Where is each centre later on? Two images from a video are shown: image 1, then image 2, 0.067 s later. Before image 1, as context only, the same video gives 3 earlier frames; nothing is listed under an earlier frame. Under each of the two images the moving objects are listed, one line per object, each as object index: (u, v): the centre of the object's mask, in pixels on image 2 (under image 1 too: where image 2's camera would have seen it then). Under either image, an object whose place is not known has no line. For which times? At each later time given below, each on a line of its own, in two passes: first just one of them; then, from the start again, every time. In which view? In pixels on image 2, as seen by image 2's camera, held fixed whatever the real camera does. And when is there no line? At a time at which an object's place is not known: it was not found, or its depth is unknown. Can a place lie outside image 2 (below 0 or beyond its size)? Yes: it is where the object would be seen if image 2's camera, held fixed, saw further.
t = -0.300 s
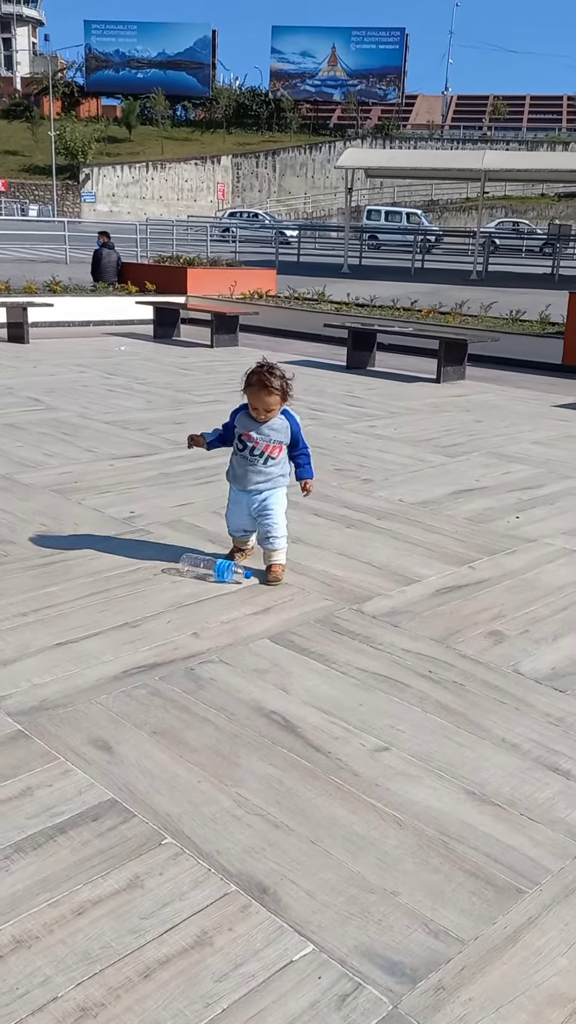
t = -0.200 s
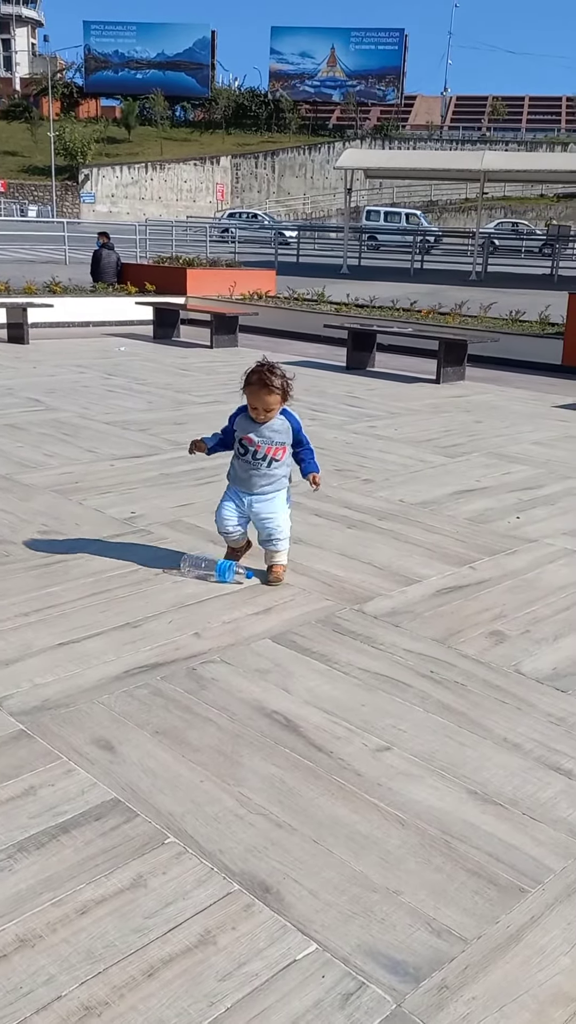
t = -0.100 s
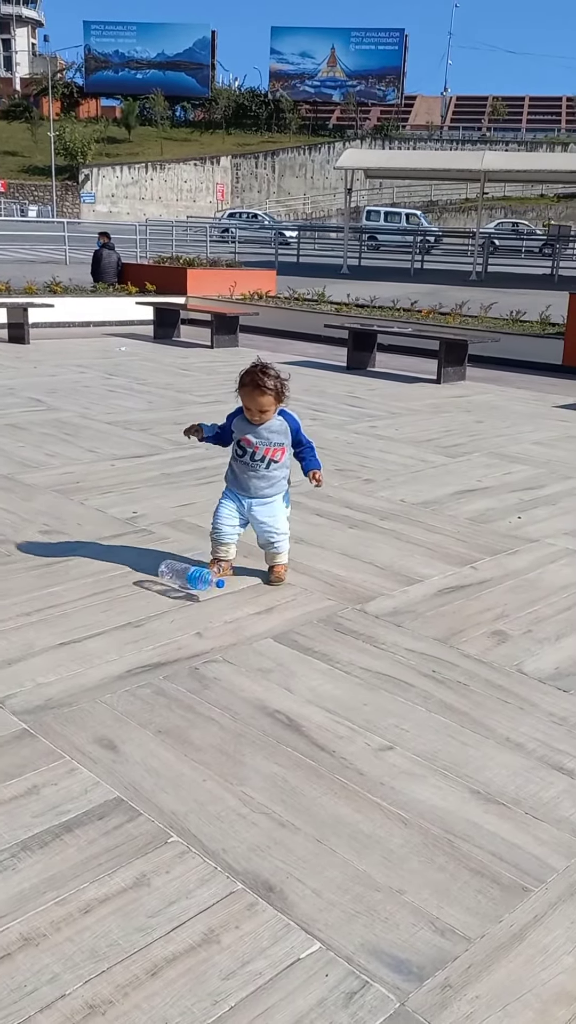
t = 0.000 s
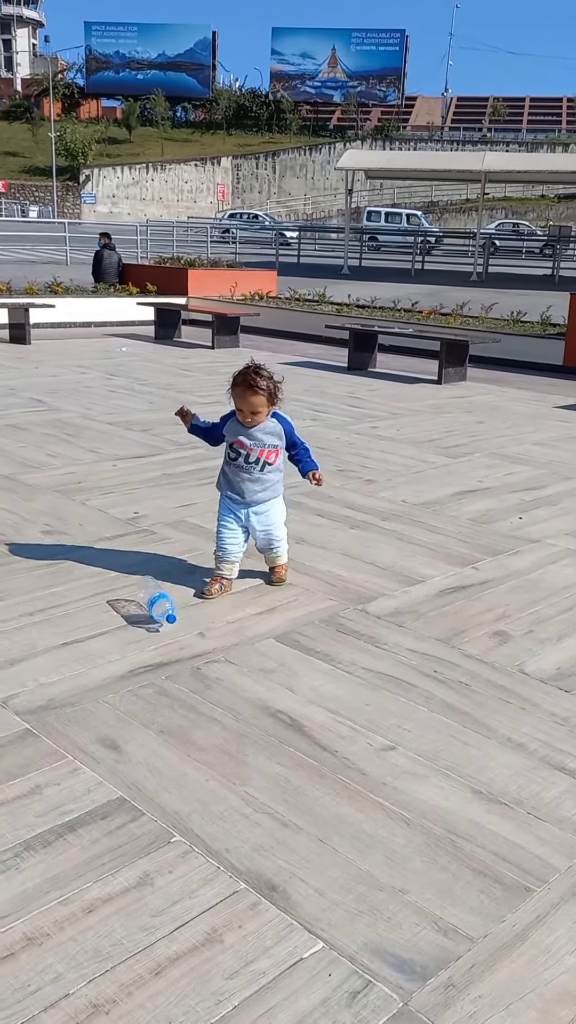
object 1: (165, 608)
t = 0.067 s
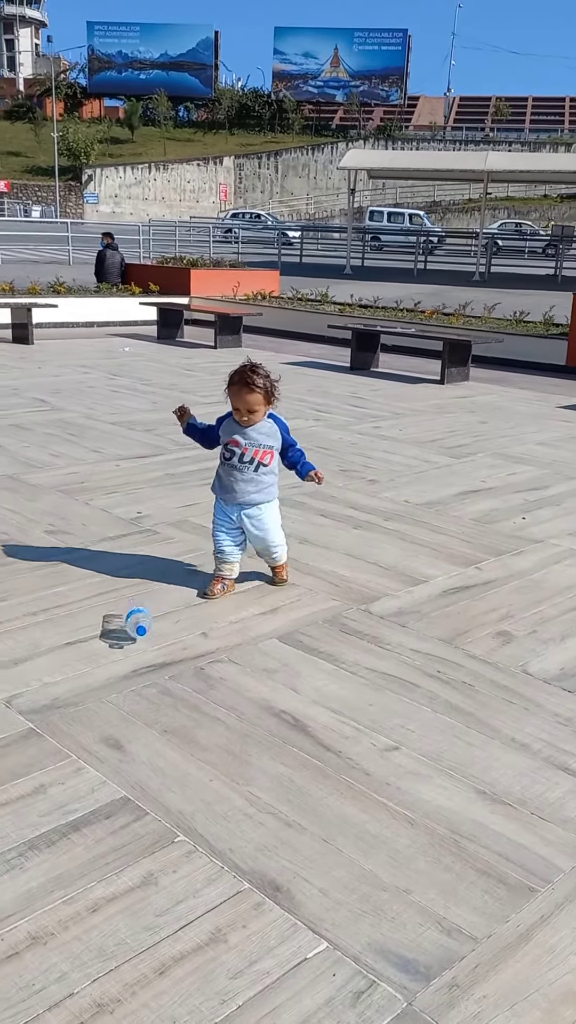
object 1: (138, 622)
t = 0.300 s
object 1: (46, 678)
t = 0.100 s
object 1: (125, 627)
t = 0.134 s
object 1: (112, 637)
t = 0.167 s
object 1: (98, 651)
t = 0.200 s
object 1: (85, 655)
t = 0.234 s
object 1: (72, 661)
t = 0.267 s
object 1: (59, 670)
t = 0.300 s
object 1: (46, 678)
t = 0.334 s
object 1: (33, 682)
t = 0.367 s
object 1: (22, 688)
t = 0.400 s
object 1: (10, 695)
